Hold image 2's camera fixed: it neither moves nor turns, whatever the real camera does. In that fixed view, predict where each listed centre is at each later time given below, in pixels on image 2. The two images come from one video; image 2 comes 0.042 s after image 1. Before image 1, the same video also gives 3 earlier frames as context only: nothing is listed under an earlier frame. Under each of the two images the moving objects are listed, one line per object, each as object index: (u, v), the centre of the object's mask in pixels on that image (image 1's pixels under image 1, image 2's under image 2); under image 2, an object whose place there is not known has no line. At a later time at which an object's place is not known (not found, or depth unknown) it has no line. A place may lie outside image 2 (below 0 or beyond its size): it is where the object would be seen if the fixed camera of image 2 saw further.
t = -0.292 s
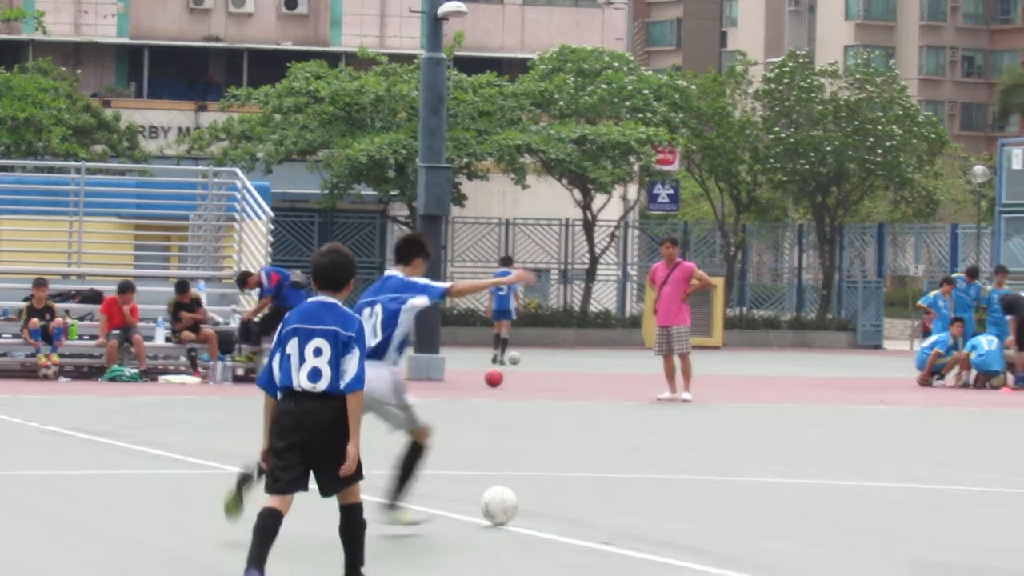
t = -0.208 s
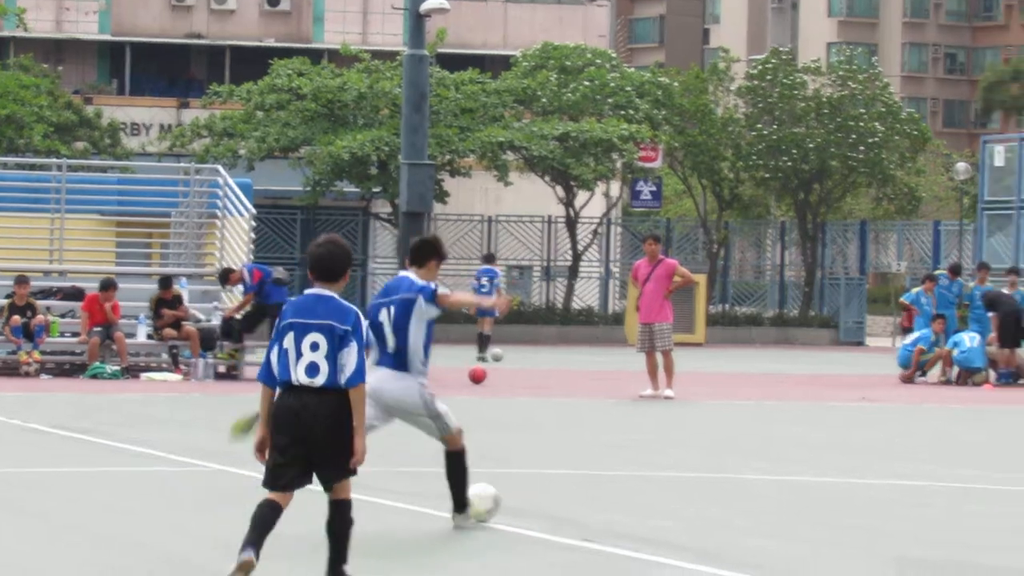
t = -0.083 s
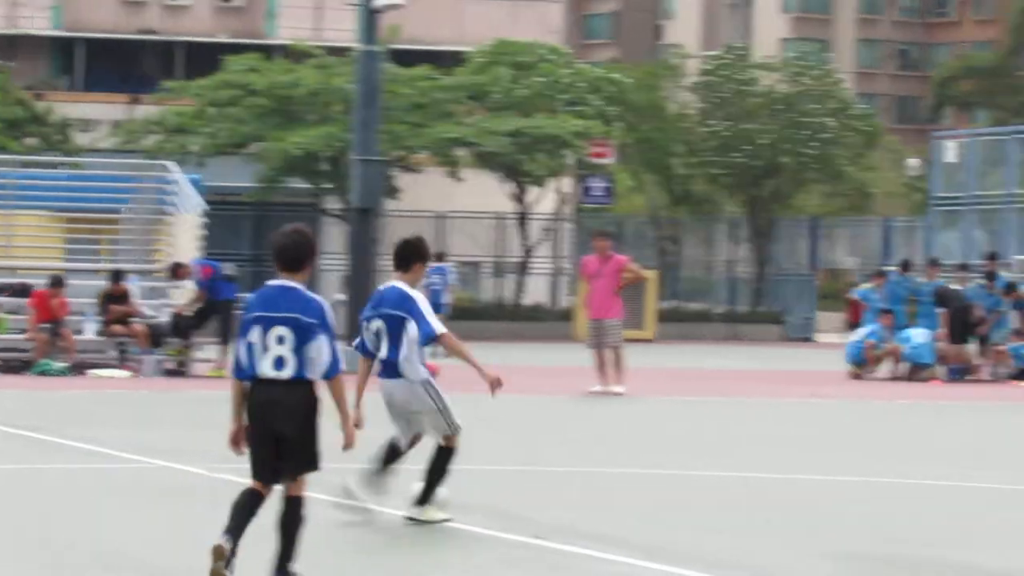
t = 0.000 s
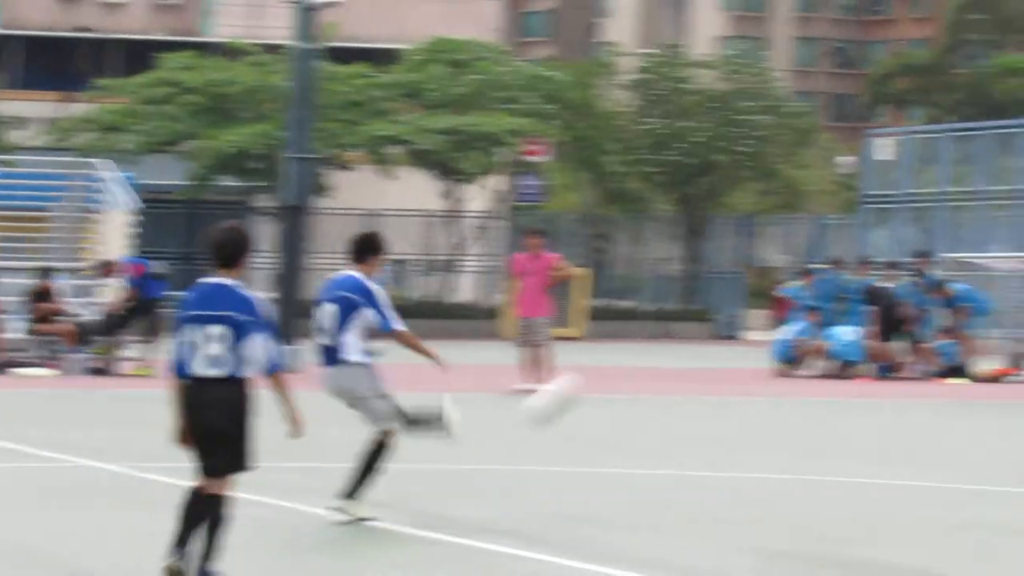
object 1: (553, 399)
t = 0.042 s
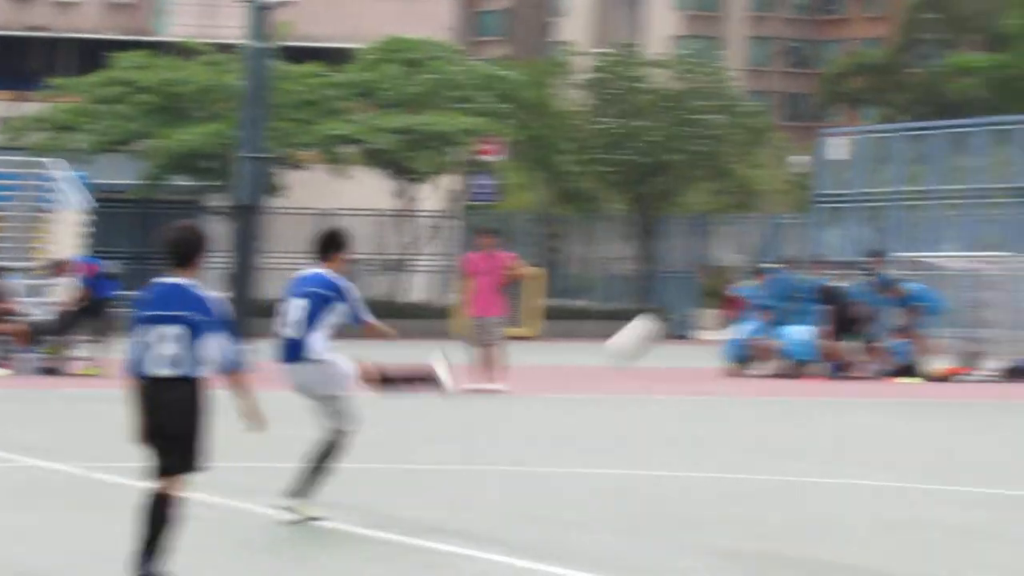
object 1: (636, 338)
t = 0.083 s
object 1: (752, 285)
